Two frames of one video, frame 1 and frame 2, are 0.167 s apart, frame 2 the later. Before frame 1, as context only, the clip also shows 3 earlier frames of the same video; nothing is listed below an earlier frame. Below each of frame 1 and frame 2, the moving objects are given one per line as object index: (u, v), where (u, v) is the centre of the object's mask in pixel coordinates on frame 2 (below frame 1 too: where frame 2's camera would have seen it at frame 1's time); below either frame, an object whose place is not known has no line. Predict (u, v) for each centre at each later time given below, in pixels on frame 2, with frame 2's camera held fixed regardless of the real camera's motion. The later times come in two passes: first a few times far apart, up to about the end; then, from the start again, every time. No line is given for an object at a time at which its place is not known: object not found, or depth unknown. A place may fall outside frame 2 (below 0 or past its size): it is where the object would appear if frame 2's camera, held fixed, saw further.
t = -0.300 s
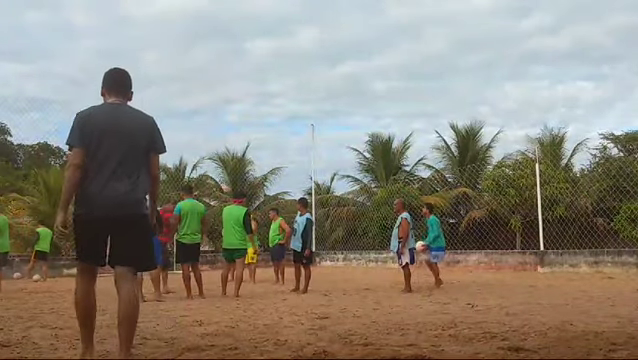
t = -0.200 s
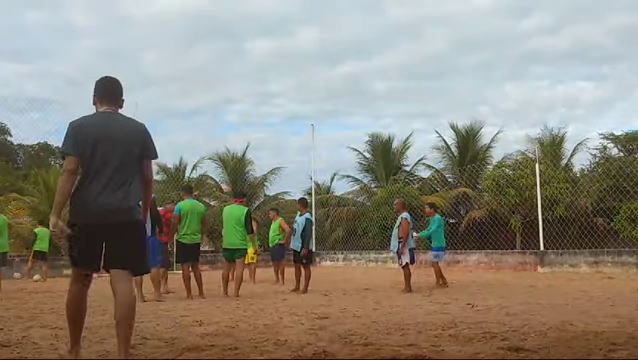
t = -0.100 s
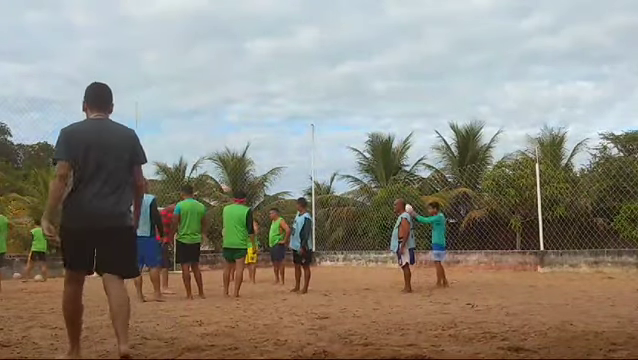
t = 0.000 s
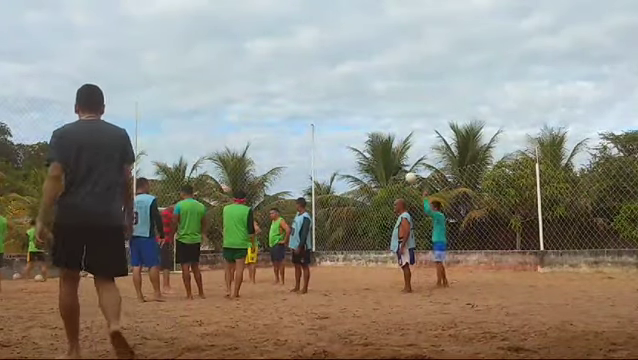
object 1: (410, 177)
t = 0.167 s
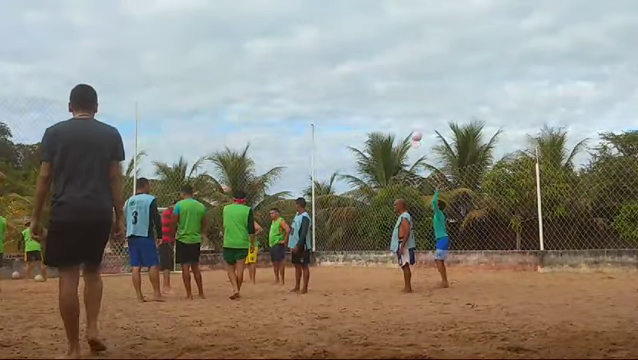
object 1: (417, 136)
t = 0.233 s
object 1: (419, 123)
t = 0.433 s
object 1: (427, 99)
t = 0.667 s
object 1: (437, 93)
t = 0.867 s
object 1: (446, 109)
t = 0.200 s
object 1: (419, 131)
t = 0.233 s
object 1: (419, 123)
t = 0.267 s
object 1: (420, 118)
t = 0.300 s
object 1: (422, 114)
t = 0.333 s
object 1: (423, 108)
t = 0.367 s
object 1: (424, 104)
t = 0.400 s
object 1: (425, 101)
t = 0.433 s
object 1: (427, 99)
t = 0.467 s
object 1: (428, 96)
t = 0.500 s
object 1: (429, 94)
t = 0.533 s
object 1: (431, 93)
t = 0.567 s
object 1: (432, 93)
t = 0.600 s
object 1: (434, 92)
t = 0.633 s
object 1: (435, 92)
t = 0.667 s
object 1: (437, 93)
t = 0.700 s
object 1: (438, 94)
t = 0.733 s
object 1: (440, 97)
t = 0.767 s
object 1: (441, 99)
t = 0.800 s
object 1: (443, 102)
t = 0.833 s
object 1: (445, 105)
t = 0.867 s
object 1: (446, 109)
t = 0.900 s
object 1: (448, 113)
